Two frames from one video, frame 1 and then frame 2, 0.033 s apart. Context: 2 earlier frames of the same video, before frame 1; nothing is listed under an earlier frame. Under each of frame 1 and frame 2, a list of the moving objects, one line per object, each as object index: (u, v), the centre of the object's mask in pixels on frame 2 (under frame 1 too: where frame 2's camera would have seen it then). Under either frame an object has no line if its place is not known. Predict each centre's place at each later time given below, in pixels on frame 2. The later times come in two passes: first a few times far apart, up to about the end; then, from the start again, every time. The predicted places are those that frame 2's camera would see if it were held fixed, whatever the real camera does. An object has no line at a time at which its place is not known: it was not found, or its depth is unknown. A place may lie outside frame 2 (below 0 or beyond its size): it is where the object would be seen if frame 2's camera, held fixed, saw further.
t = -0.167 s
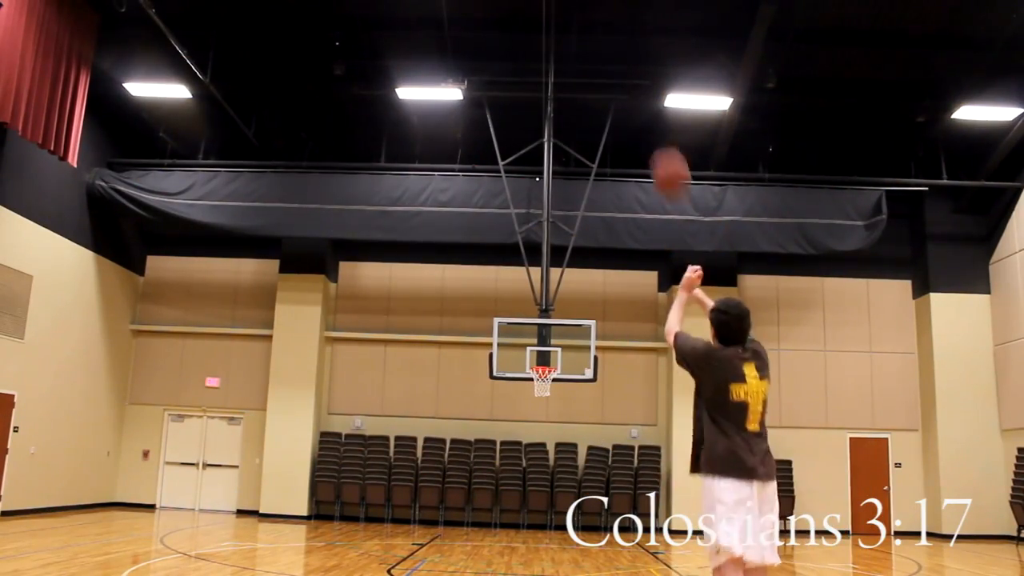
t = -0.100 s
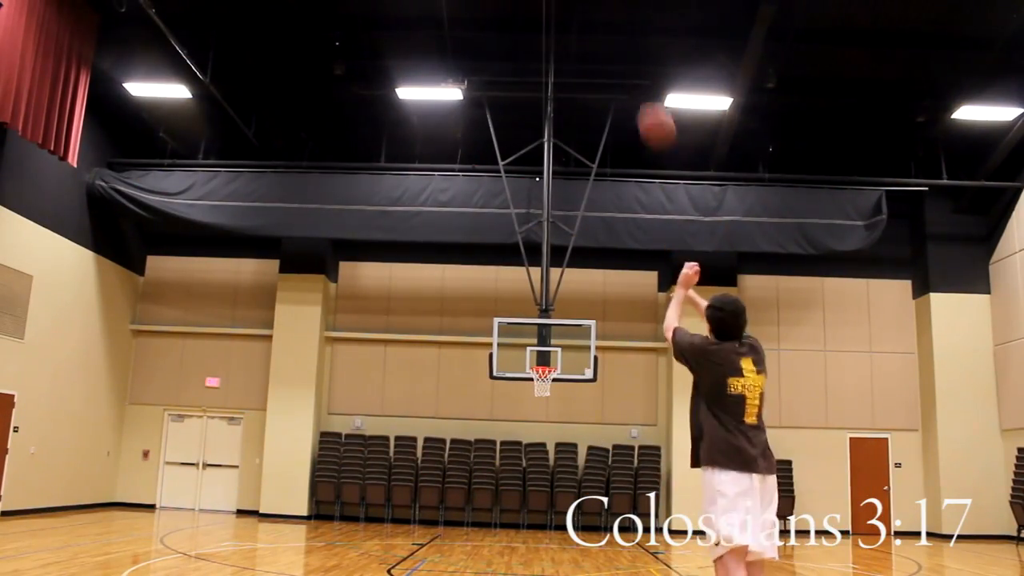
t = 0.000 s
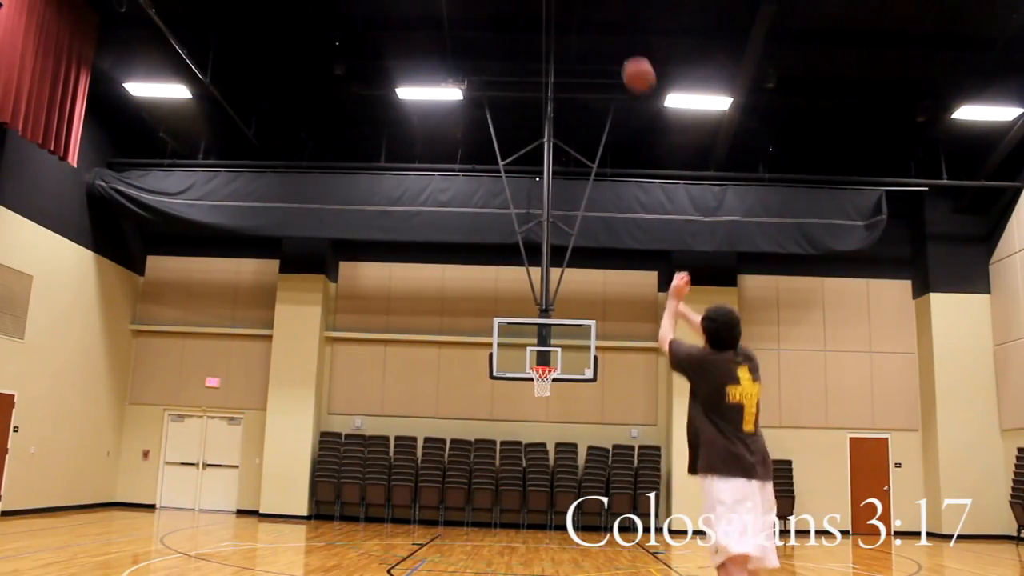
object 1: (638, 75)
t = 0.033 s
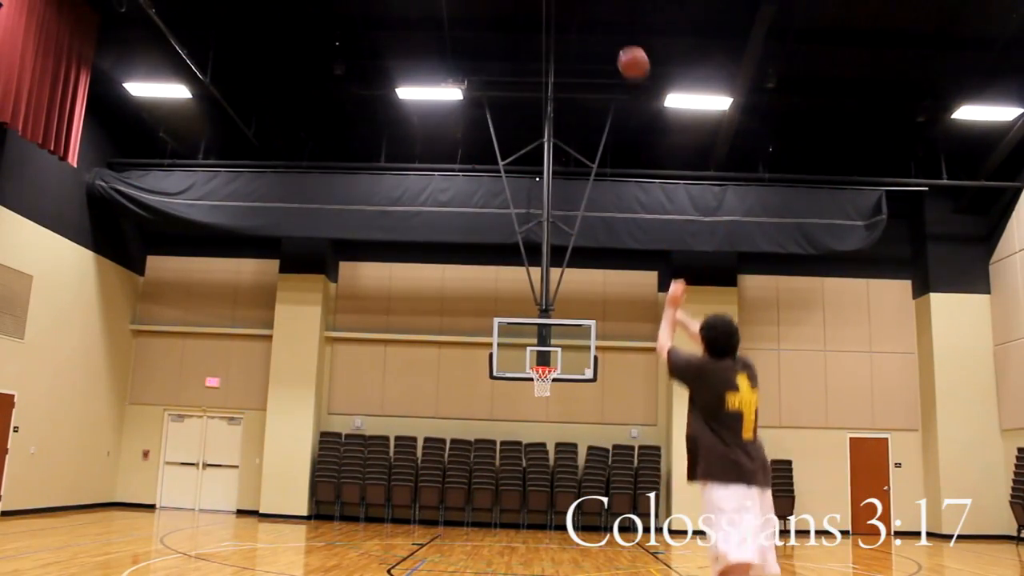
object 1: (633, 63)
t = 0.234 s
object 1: (608, 28)
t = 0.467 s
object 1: (588, 40)
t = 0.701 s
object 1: (573, 84)
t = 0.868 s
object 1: (565, 129)
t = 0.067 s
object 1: (628, 53)
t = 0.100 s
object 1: (624, 46)
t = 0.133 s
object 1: (620, 39)
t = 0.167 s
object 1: (616, 34)
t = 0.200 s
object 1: (612, 31)
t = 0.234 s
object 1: (608, 28)
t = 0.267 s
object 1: (605, 28)
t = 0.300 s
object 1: (602, 28)
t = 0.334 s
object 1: (599, 29)
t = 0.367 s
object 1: (596, 31)
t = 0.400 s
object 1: (593, 33)
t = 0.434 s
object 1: (591, 37)
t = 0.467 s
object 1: (588, 40)
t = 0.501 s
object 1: (586, 45)
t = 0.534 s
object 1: (583, 50)
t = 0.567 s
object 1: (581, 56)
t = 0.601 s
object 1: (579, 62)
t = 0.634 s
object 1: (577, 69)
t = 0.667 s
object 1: (575, 76)
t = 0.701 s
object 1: (573, 84)
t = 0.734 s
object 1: (572, 92)
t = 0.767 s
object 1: (570, 101)
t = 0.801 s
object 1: (568, 110)
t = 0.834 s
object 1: (566, 119)
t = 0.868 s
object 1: (565, 129)
